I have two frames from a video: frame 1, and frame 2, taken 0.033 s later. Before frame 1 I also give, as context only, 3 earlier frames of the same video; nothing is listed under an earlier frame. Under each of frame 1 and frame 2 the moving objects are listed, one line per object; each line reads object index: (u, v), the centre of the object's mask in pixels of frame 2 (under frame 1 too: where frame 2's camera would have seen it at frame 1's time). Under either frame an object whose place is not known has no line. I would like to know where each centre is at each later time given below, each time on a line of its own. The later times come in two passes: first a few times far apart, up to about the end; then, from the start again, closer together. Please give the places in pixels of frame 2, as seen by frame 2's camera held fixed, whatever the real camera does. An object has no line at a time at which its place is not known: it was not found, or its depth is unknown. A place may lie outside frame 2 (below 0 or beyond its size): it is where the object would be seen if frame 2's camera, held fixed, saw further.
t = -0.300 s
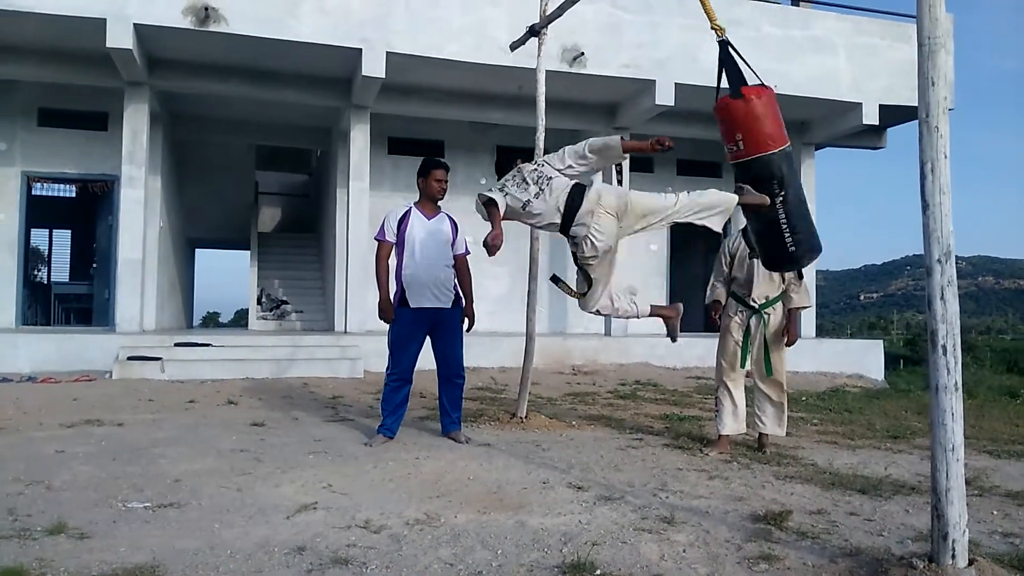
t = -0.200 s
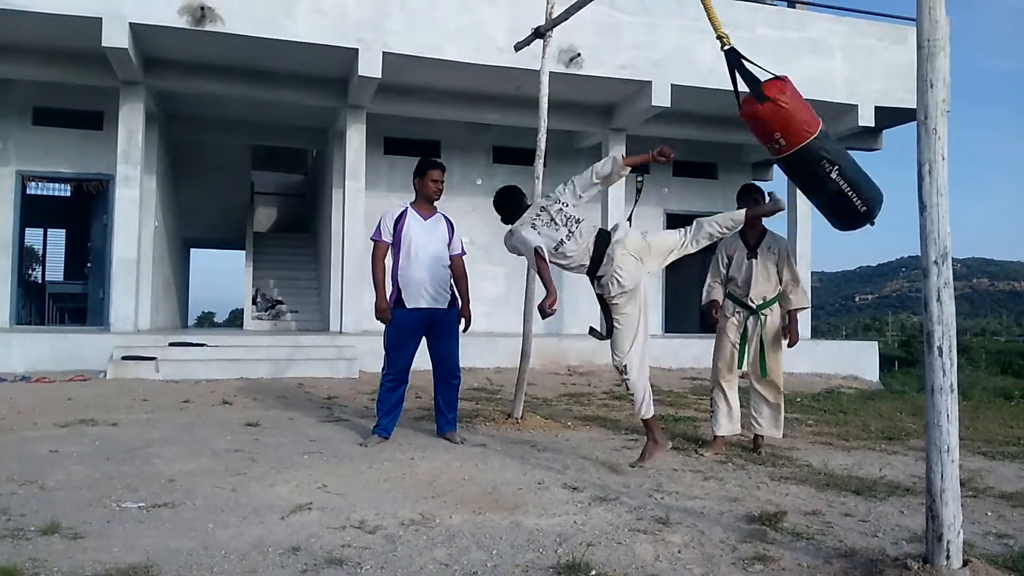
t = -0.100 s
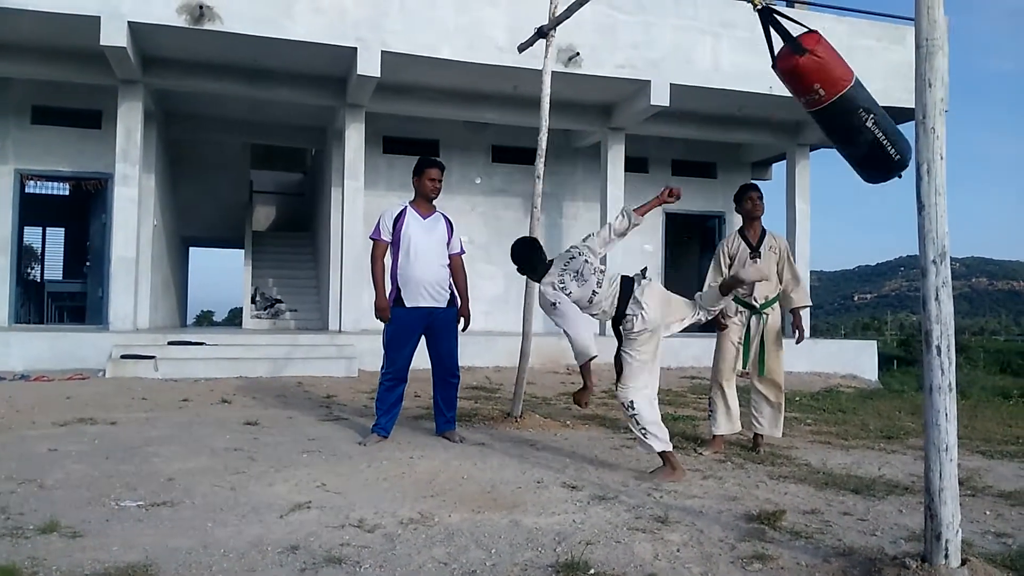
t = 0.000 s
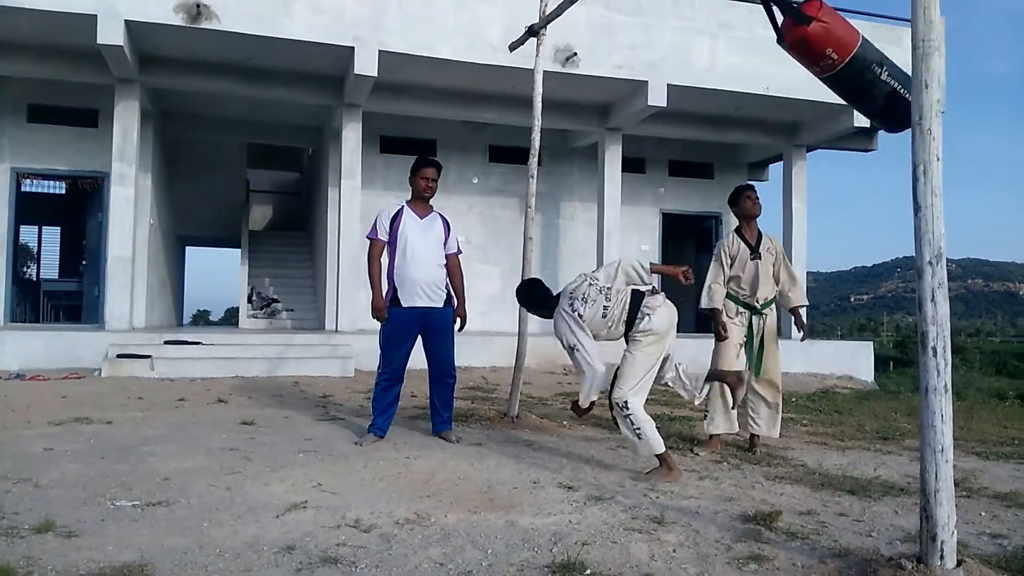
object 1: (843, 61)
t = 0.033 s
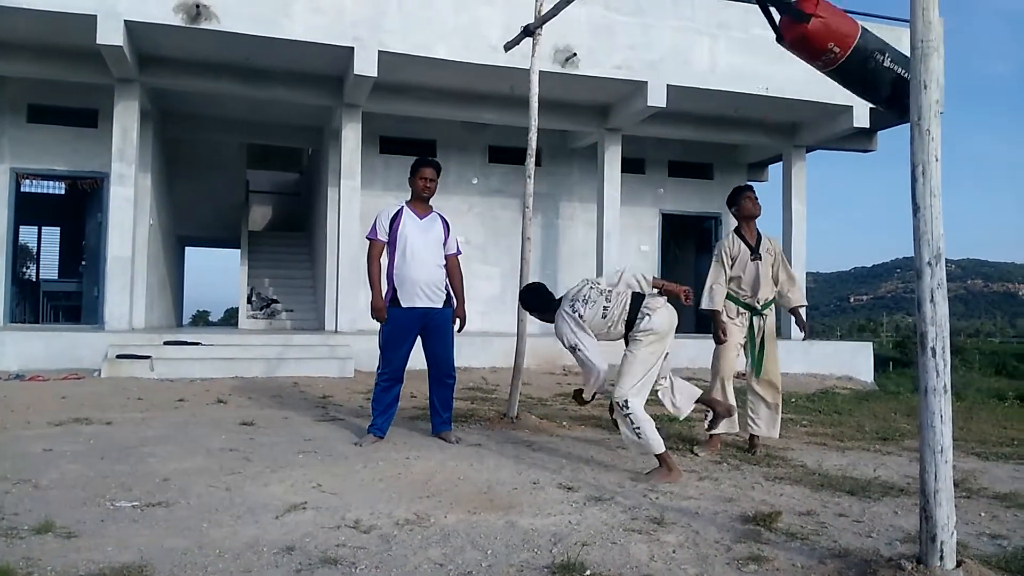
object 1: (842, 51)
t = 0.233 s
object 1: (837, 20)
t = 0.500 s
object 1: (830, 42)
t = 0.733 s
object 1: (807, 136)
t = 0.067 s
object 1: (840, 42)
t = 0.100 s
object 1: (840, 35)
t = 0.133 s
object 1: (841, 29)
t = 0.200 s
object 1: (840, 22)
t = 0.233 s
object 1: (837, 20)
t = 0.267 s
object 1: (833, 20)
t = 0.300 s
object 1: (830, 20)
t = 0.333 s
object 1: (830, 21)
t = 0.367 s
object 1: (829, 23)
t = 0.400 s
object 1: (831, 26)
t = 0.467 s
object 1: (831, 34)
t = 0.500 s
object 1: (830, 42)
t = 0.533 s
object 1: (828, 51)
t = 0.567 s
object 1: (826, 63)
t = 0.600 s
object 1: (823, 75)
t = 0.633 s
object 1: (821, 89)
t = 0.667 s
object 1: (818, 105)
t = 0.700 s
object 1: (813, 121)
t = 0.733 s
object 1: (807, 136)
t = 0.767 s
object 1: (802, 152)
